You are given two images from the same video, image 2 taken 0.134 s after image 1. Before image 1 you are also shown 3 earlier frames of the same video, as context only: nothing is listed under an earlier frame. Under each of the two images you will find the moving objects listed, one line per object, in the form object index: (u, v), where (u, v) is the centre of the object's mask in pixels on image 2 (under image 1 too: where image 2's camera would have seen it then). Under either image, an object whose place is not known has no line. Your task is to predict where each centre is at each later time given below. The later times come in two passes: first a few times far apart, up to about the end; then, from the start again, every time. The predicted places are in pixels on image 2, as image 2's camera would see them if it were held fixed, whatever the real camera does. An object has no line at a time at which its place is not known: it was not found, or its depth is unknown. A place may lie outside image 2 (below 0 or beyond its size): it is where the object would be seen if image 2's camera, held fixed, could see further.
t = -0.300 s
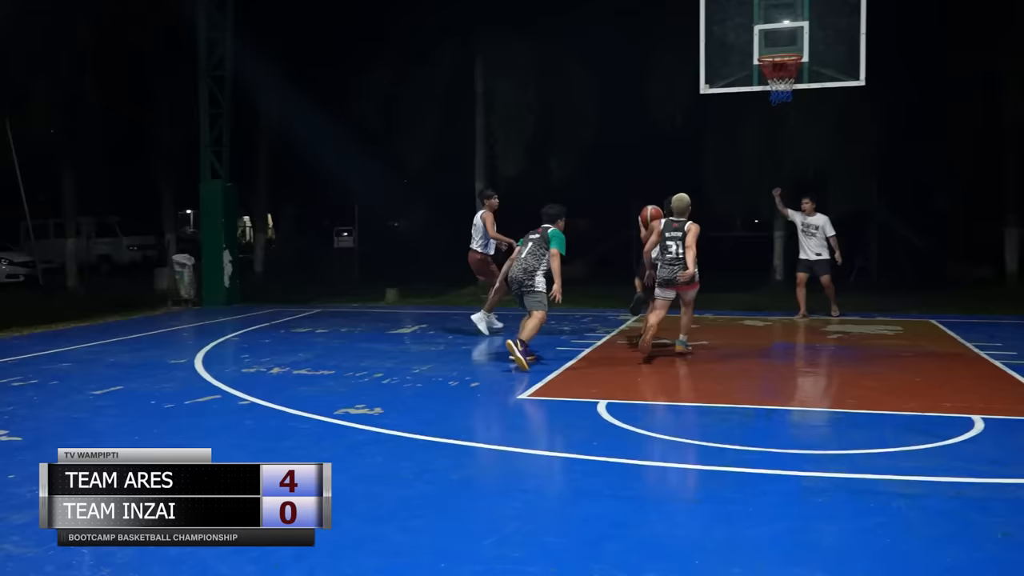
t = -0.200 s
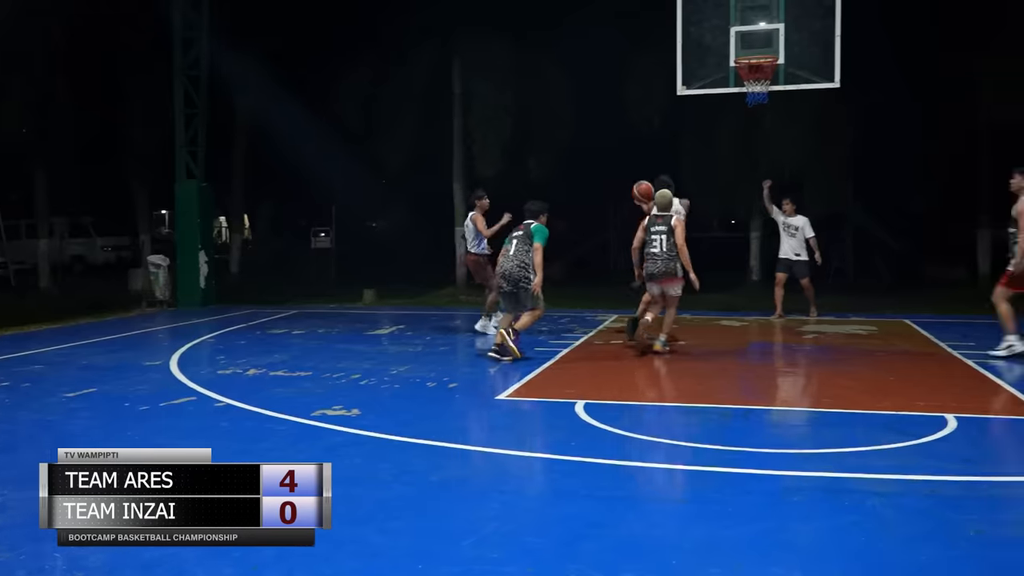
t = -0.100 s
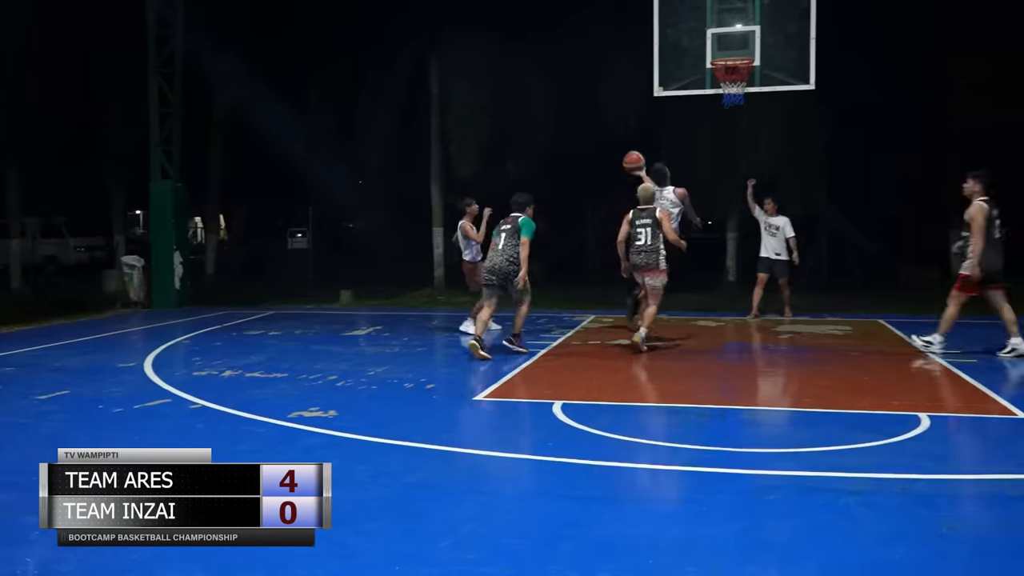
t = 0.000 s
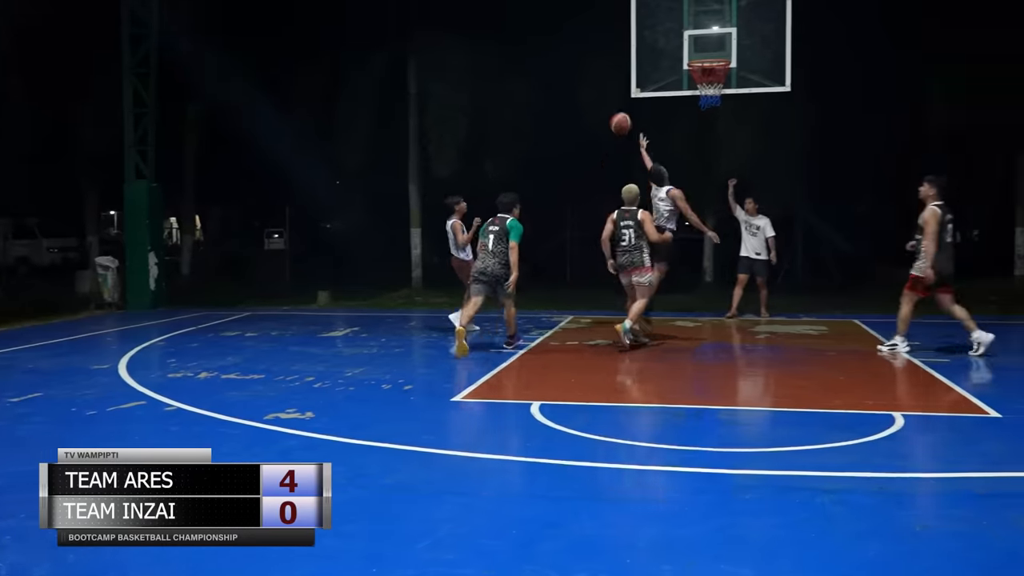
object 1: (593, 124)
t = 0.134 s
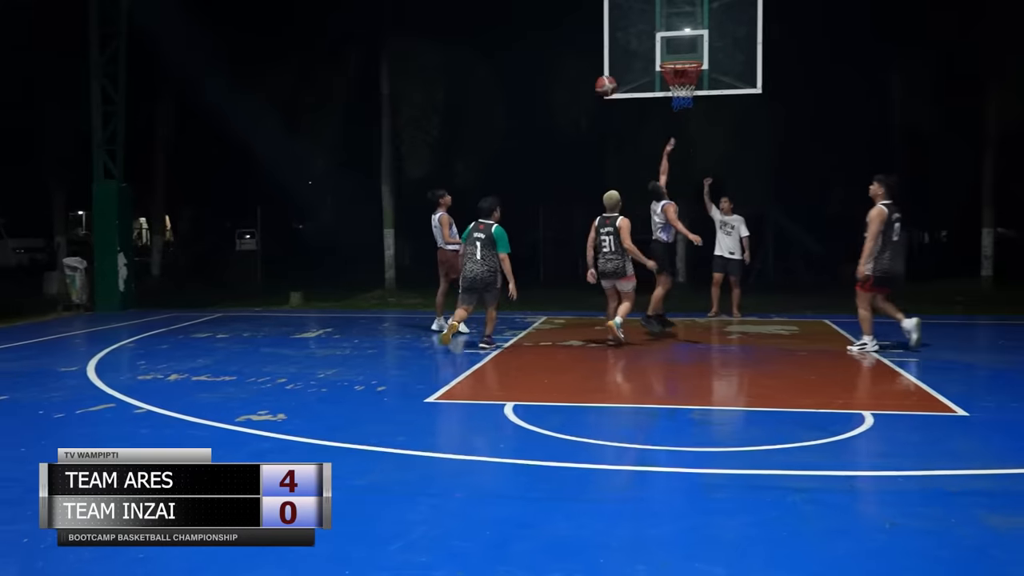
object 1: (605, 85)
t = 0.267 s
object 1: (617, 63)
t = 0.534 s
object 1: (636, 61)
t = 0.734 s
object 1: (640, 80)
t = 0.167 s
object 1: (608, 79)
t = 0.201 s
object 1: (611, 72)
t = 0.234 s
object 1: (614, 67)
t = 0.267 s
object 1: (617, 63)
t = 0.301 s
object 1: (621, 60)
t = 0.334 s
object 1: (623, 57)
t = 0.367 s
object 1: (625, 57)
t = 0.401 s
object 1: (628, 56)
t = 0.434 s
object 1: (630, 57)
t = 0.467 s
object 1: (633, 60)
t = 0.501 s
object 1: (635, 61)
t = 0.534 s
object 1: (636, 61)
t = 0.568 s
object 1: (636, 62)
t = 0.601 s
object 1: (637, 64)
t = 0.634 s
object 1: (638, 66)
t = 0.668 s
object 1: (638, 69)
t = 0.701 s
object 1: (639, 74)
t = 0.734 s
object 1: (640, 80)
